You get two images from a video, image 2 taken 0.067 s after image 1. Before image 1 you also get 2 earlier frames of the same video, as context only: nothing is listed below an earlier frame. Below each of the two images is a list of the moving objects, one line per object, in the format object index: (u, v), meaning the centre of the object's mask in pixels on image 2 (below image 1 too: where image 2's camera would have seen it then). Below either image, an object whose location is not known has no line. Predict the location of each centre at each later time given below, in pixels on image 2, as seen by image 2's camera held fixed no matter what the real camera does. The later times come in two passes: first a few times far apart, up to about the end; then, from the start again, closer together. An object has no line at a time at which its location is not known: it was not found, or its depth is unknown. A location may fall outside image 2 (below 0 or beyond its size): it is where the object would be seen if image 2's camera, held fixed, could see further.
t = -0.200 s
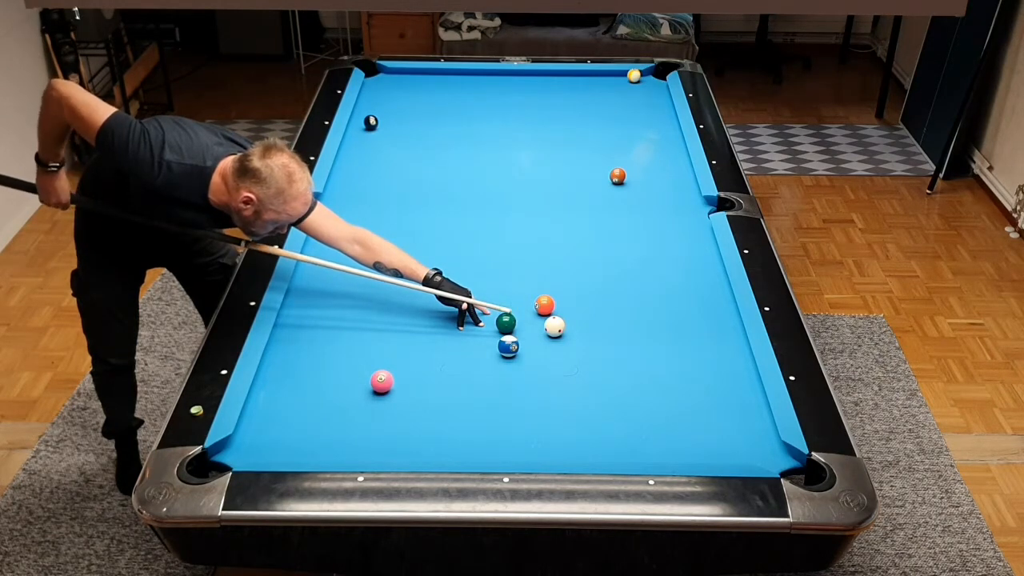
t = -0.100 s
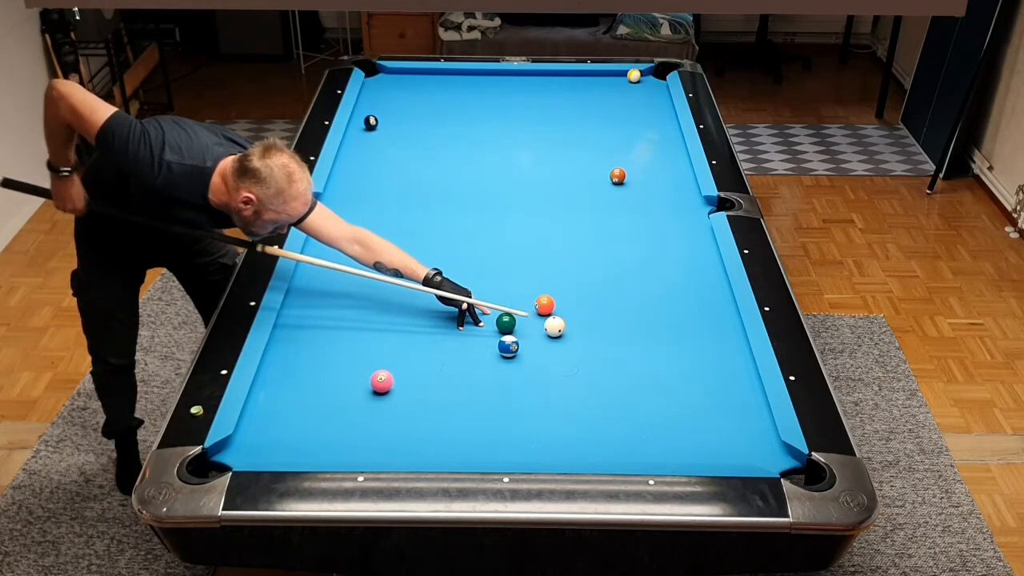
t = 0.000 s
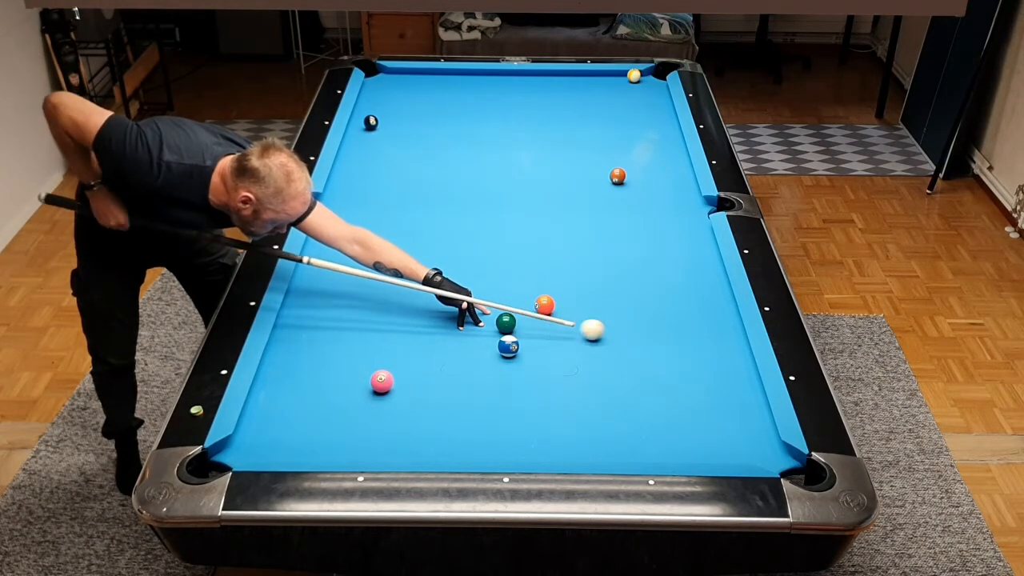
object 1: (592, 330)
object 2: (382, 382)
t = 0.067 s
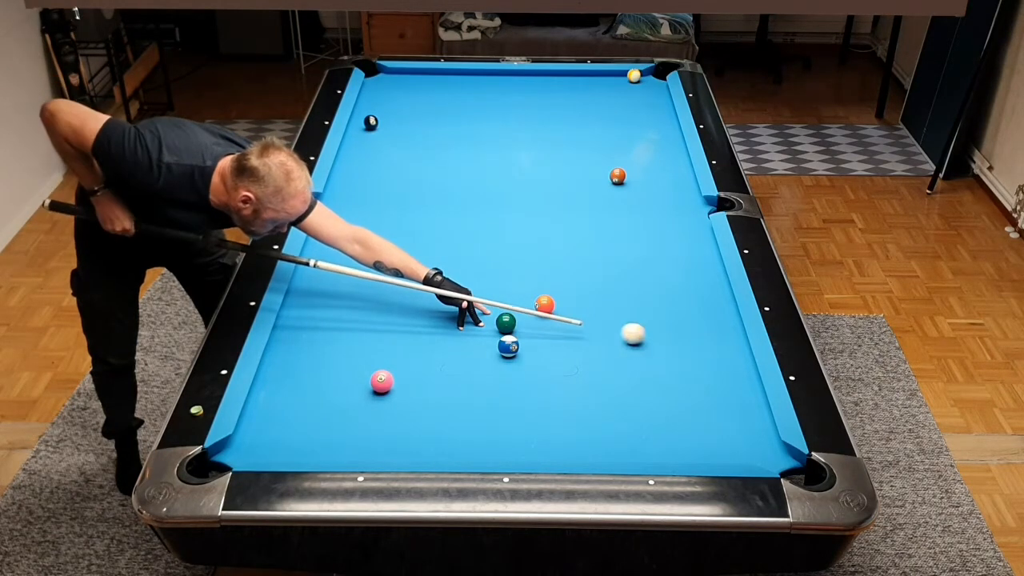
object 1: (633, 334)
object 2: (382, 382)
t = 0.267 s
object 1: (728, 345)
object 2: (382, 382)
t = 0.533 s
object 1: (633, 352)
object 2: (382, 382)
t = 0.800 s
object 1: (548, 359)
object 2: (382, 382)
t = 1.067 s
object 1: (463, 367)
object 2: (382, 382)
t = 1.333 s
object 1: (393, 368)
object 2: (368, 388)
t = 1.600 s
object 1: (358, 356)
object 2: (328, 405)
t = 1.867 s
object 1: (325, 345)
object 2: (288, 422)
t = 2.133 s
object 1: (295, 335)
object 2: (249, 439)
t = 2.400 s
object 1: (293, 327)
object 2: (221, 460)
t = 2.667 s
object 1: (312, 321)
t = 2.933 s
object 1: (328, 317)
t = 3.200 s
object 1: (343, 313)
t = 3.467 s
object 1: (355, 309)
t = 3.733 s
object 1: (366, 306)
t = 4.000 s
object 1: (375, 303)
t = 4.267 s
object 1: (382, 301)
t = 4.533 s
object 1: (387, 299)
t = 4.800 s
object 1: (391, 298)
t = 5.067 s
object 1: (392, 298)
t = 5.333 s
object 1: (392, 298)
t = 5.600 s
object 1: (392, 298)
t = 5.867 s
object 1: (392, 298)
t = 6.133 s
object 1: (392, 298)
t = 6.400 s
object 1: (392, 298)
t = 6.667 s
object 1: (392, 298)
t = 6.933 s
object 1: (392, 298)
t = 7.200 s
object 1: (392, 298)
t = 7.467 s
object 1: (392, 298)
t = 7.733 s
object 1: (392, 298)
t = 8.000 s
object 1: (392, 298)
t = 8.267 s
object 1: (392, 298)
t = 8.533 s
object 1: (392, 298)
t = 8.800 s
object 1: (392, 298)
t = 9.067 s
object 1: (392, 298)
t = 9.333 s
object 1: (392, 298)
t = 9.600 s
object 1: (392, 298)
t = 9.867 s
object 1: (392, 298)
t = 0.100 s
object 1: (653, 336)
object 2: (382, 381)
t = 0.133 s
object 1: (674, 338)
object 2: (382, 382)
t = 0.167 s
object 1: (695, 340)
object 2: (382, 382)
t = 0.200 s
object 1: (716, 342)
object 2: (382, 382)
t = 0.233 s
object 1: (737, 344)
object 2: (382, 382)
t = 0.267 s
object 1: (728, 345)
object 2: (382, 382)
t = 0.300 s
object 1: (714, 346)
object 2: (382, 381)
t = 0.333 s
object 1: (700, 347)
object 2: (382, 382)
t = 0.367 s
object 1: (688, 348)
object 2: (382, 382)
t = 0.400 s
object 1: (676, 349)
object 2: (382, 382)
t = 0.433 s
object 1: (665, 350)
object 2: (382, 382)
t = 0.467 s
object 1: (654, 351)
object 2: (382, 382)
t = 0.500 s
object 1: (644, 351)
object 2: (382, 382)
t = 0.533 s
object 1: (633, 352)
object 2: (382, 382)
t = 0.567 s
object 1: (622, 353)
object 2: (382, 381)
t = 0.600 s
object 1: (612, 354)
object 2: (382, 382)
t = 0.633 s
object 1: (601, 355)
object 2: (382, 382)
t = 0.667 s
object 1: (590, 356)
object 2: (382, 382)
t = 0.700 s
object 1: (580, 357)
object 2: (382, 382)
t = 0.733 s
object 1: (569, 358)
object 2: (382, 382)
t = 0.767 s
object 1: (558, 359)
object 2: (382, 382)
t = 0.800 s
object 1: (548, 359)
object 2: (382, 382)
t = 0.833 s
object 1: (537, 360)
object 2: (382, 382)
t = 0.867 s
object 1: (527, 361)
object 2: (382, 382)
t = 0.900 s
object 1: (516, 362)
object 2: (382, 382)
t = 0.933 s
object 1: (505, 363)
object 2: (382, 382)
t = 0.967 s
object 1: (495, 364)
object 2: (382, 382)
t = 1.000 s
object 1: (484, 365)
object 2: (382, 382)
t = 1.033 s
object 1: (474, 366)
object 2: (382, 382)
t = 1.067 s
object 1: (463, 367)
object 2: (382, 382)
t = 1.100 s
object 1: (452, 368)
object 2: (382, 382)
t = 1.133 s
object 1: (442, 369)
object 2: (382, 382)
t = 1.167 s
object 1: (431, 370)
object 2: (382, 382)
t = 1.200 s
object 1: (421, 371)
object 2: (382, 381)
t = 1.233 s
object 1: (410, 371)
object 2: (382, 382)
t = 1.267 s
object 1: (401, 372)
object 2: (381, 382)
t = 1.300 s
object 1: (397, 370)
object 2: (375, 385)
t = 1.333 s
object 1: (393, 368)
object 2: (368, 388)
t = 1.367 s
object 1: (388, 367)
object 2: (363, 390)
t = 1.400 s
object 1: (384, 365)
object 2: (358, 392)
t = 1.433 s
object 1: (379, 364)
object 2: (353, 394)
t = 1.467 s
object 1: (375, 362)
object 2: (348, 396)
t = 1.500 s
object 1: (371, 361)
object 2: (343, 398)
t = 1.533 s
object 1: (366, 359)
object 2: (338, 400)
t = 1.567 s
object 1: (362, 358)
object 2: (333, 403)
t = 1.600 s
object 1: (358, 356)
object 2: (328, 405)
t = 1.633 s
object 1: (354, 355)
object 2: (323, 407)
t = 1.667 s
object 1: (349, 353)
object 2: (318, 409)
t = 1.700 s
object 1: (345, 352)
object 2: (313, 411)
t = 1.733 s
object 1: (341, 350)
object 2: (308, 413)
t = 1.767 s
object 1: (337, 349)
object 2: (303, 416)
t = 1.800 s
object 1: (333, 348)
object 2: (298, 418)
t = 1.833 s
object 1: (329, 346)
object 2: (293, 420)
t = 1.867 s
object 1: (325, 345)
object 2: (288, 422)
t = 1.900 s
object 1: (322, 344)
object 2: (283, 424)
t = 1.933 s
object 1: (318, 342)
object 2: (278, 426)
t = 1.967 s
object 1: (314, 341)
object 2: (273, 429)
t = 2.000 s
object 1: (310, 340)
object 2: (269, 431)
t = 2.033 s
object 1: (306, 339)
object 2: (264, 433)
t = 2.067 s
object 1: (303, 337)
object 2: (259, 435)
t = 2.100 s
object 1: (299, 336)
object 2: (254, 437)
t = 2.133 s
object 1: (295, 335)
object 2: (249, 439)
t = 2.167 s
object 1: (292, 334)
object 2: (244, 441)
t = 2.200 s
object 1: (289, 333)
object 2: (240, 443)
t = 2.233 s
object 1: (285, 331)
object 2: (235, 445)
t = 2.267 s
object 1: (282, 330)
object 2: (232, 447)
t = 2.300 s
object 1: (285, 330)
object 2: (230, 450)
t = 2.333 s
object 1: (288, 329)
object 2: (227, 452)
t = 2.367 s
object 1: (291, 328)
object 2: (225, 455)
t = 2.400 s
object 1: (293, 327)
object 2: (221, 460)
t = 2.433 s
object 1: (295, 326)
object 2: (218, 466)
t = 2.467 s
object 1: (298, 326)
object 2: (214, 473)
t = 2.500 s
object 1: (300, 325)
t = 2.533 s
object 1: (302, 324)
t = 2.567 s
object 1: (305, 323)
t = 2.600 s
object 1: (307, 323)
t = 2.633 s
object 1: (310, 322)
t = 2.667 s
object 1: (312, 321)
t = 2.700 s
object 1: (314, 321)
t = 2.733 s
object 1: (316, 320)
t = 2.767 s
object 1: (318, 320)
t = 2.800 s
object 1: (320, 319)
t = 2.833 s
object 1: (322, 318)
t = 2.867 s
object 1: (324, 318)
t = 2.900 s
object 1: (326, 317)
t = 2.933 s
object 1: (328, 317)
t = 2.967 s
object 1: (330, 316)
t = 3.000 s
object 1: (332, 315)
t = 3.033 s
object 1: (334, 315)
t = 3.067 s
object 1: (336, 314)
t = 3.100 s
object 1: (337, 314)
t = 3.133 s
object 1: (339, 313)
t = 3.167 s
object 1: (341, 313)
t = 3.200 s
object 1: (343, 313)
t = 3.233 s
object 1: (344, 312)
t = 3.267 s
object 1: (346, 311)
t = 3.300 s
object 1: (348, 311)
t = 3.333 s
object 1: (349, 310)
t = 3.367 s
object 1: (351, 310)
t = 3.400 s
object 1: (352, 310)
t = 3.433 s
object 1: (354, 309)
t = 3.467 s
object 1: (355, 309)
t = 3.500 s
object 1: (357, 308)
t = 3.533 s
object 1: (358, 308)
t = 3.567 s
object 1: (360, 308)
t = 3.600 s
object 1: (361, 307)
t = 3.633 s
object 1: (362, 307)
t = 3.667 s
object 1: (364, 306)
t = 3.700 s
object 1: (365, 306)
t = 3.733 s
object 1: (366, 306)
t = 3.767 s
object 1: (367, 305)
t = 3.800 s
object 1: (369, 305)
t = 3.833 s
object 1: (370, 305)
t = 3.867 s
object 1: (371, 304)
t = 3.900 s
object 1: (372, 304)
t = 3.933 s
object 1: (373, 304)
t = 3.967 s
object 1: (374, 303)
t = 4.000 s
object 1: (375, 303)
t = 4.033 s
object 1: (376, 303)
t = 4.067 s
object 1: (377, 303)
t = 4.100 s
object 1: (378, 302)
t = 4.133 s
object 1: (379, 302)
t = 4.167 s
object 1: (380, 302)
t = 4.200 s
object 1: (381, 302)
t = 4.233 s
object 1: (381, 301)
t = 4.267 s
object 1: (382, 301)
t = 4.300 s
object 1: (383, 301)
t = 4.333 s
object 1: (383, 301)
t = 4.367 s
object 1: (384, 300)
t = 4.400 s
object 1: (385, 300)
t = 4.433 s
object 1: (385, 300)
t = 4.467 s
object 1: (386, 300)
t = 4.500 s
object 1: (386, 300)
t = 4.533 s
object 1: (387, 299)
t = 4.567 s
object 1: (388, 299)
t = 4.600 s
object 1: (388, 299)
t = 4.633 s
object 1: (389, 299)
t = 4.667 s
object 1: (389, 299)
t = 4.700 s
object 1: (390, 299)
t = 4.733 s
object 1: (390, 299)
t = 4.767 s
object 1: (390, 299)
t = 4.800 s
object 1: (391, 298)
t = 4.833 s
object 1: (391, 299)
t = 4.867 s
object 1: (391, 298)
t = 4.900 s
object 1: (391, 298)
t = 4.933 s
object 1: (392, 298)
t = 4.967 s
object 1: (392, 298)
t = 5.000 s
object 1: (392, 298)
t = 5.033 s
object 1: (392, 298)
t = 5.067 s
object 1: (392, 298)
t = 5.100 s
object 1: (392, 298)
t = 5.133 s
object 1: (392, 298)
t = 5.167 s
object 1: (392, 298)
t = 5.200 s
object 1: (392, 298)
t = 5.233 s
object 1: (392, 298)
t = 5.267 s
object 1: (392, 298)
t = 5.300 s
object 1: (392, 298)
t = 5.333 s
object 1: (392, 298)
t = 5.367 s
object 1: (392, 298)
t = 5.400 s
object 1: (392, 298)
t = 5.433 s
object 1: (392, 298)
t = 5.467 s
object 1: (392, 298)
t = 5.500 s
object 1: (392, 298)
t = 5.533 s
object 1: (392, 298)
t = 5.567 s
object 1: (392, 298)
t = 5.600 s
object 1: (392, 298)
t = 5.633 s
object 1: (392, 298)
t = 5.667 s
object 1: (392, 298)
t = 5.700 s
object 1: (392, 298)
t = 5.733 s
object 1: (392, 298)
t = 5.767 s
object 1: (392, 298)
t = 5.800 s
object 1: (392, 298)
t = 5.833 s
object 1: (392, 298)
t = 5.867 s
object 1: (392, 298)
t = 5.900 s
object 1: (392, 298)
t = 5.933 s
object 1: (392, 298)
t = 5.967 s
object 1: (392, 298)
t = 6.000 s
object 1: (392, 298)
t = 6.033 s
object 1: (392, 298)
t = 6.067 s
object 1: (392, 298)
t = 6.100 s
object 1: (392, 298)
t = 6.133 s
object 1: (392, 298)
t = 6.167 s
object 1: (392, 298)
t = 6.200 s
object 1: (392, 298)
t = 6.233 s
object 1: (392, 298)
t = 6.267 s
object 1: (392, 298)
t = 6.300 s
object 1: (392, 298)
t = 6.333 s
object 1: (392, 298)
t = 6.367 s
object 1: (392, 298)
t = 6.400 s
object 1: (392, 298)
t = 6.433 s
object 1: (392, 298)
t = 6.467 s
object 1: (392, 298)
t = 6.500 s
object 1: (392, 298)
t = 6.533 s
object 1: (392, 298)
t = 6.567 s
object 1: (392, 298)
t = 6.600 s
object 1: (392, 298)
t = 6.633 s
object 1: (392, 298)
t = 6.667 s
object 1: (392, 298)
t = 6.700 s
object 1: (392, 298)
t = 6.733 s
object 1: (392, 298)
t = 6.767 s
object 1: (392, 298)
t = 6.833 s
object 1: (392, 298)
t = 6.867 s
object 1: (392, 298)
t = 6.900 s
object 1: (392, 298)
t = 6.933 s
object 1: (392, 298)
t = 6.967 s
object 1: (392, 298)
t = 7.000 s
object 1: (392, 298)
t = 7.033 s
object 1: (392, 298)
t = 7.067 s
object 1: (392, 298)
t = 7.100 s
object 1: (392, 298)
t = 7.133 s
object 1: (392, 298)
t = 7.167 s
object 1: (392, 298)
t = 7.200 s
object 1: (392, 298)
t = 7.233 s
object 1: (392, 298)
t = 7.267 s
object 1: (392, 298)
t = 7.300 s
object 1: (392, 298)
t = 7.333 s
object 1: (392, 298)
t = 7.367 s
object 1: (392, 298)
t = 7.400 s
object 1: (392, 298)
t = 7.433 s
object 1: (392, 298)
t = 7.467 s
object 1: (392, 298)
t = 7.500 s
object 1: (392, 298)
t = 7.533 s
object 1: (392, 298)
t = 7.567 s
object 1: (392, 298)
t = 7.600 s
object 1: (392, 298)
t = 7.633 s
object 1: (392, 298)
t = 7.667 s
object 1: (392, 298)
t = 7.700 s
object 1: (392, 298)
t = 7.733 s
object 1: (392, 298)
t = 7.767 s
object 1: (392, 298)
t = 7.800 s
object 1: (392, 298)
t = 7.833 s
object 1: (392, 298)
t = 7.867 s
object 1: (392, 298)
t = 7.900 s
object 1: (392, 298)
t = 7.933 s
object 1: (392, 298)
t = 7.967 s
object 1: (392, 298)
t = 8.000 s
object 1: (392, 298)
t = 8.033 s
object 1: (392, 298)
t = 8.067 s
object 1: (392, 298)
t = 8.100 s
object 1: (392, 298)
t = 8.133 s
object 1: (392, 298)
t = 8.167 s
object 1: (392, 298)
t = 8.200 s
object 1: (392, 298)
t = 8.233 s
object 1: (392, 298)
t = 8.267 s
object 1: (392, 298)
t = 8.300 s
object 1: (392, 298)
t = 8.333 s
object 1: (392, 298)
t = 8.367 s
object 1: (392, 298)
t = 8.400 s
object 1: (392, 298)
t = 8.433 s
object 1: (392, 298)
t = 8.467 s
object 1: (392, 298)
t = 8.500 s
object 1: (392, 298)
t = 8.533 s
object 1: (392, 298)
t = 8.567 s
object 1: (392, 298)
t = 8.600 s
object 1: (392, 298)
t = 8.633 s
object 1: (392, 298)
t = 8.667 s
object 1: (392, 298)
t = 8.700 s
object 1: (392, 298)
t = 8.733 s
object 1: (392, 298)
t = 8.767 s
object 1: (392, 298)
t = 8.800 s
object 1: (392, 298)
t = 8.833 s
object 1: (392, 298)
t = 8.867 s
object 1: (392, 298)
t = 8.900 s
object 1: (392, 298)
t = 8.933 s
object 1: (392, 298)
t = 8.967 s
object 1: (392, 298)
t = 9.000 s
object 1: (392, 298)
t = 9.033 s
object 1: (392, 298)
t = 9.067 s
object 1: (392, 298)
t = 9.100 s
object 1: (392, 298)
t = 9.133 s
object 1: (392, 298)
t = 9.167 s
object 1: (392, 298)
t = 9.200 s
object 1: (392, 298)
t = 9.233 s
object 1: (392, 298)
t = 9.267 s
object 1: (392, 298)
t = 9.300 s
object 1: (392, 298)
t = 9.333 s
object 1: (392, 298)
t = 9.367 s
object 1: (392, 298)
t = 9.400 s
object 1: (392, 298)
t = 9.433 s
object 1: (392, 298)
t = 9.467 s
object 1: (392, 298)
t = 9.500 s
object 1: (392, 298)
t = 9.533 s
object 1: (392, 298)
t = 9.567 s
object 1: (392, 298)
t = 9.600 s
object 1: (392, 298)
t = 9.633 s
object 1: (392, 298)
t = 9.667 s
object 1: (392, 298)
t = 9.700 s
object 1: (392, 298)
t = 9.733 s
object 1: (392, 298)
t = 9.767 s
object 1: (392, 298)
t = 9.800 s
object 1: (392, 298)
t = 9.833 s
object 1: (392, 298)
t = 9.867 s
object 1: (392, 298)
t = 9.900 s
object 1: (392, 298)
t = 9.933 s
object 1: (392, 298)
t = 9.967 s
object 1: (392, 298)
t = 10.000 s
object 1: (392, 298)
